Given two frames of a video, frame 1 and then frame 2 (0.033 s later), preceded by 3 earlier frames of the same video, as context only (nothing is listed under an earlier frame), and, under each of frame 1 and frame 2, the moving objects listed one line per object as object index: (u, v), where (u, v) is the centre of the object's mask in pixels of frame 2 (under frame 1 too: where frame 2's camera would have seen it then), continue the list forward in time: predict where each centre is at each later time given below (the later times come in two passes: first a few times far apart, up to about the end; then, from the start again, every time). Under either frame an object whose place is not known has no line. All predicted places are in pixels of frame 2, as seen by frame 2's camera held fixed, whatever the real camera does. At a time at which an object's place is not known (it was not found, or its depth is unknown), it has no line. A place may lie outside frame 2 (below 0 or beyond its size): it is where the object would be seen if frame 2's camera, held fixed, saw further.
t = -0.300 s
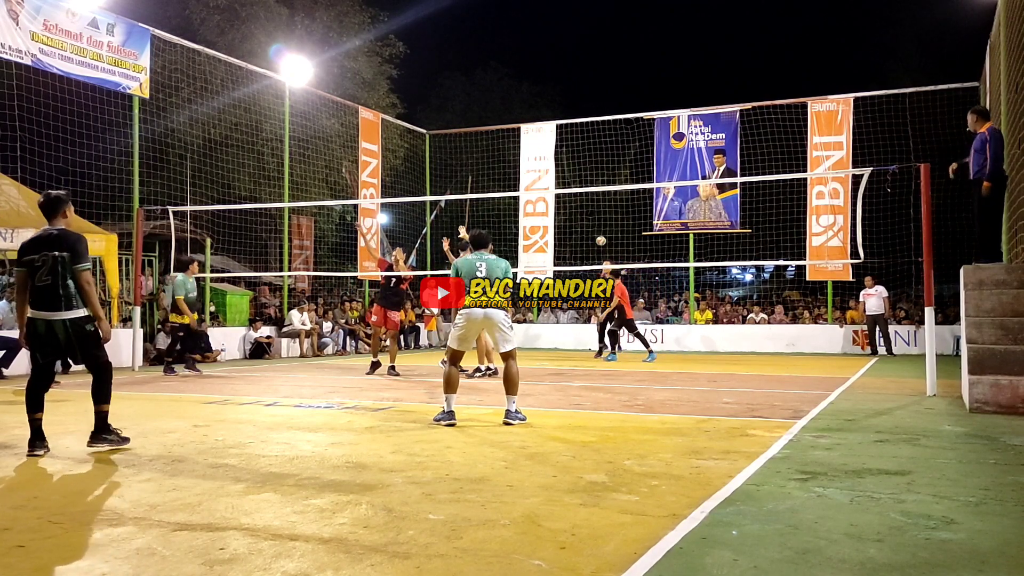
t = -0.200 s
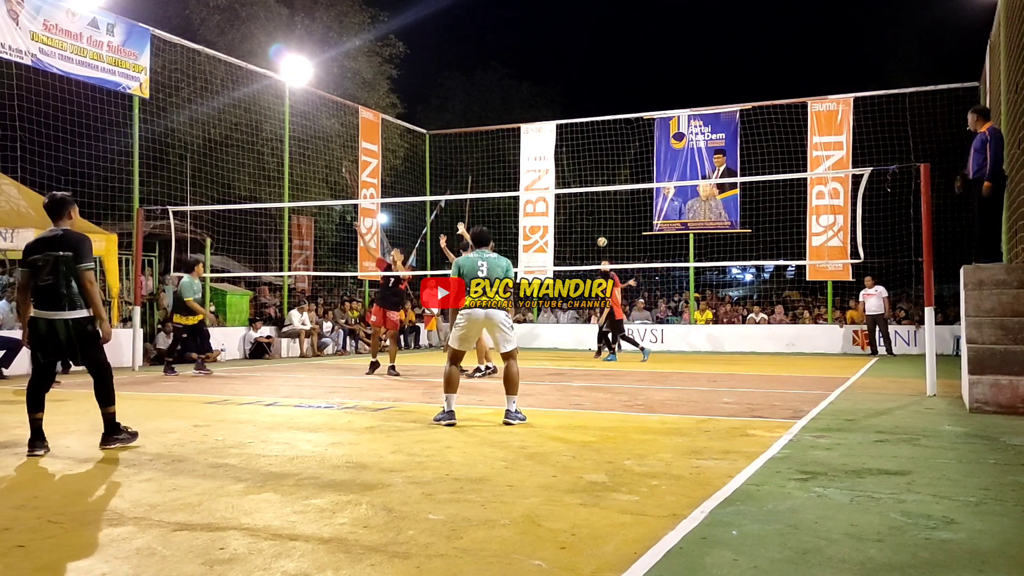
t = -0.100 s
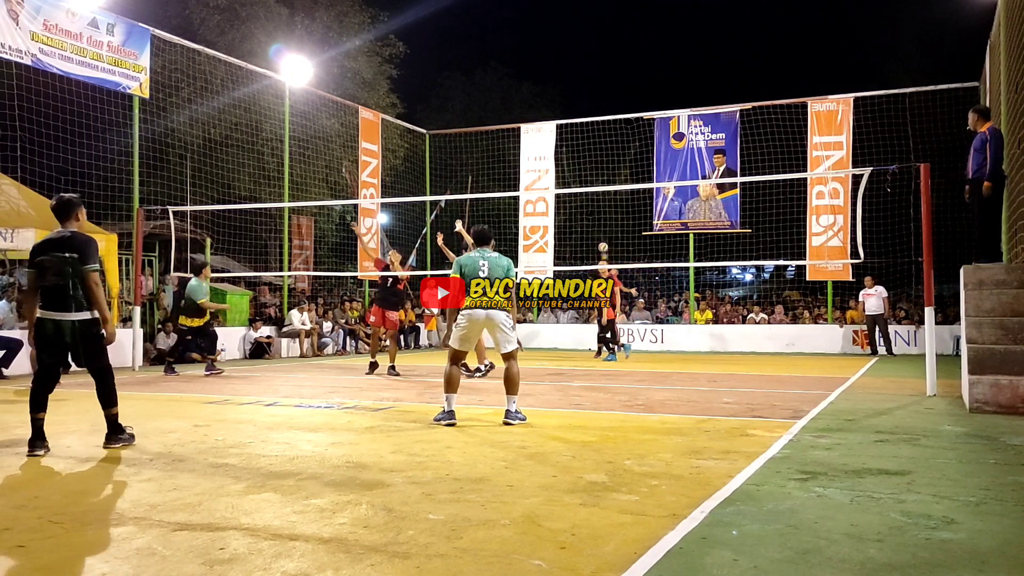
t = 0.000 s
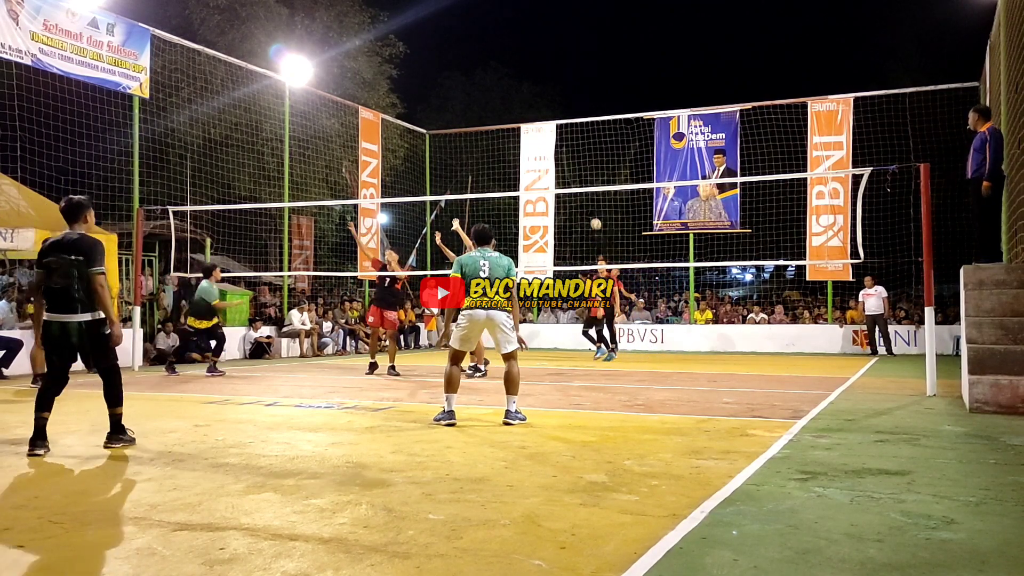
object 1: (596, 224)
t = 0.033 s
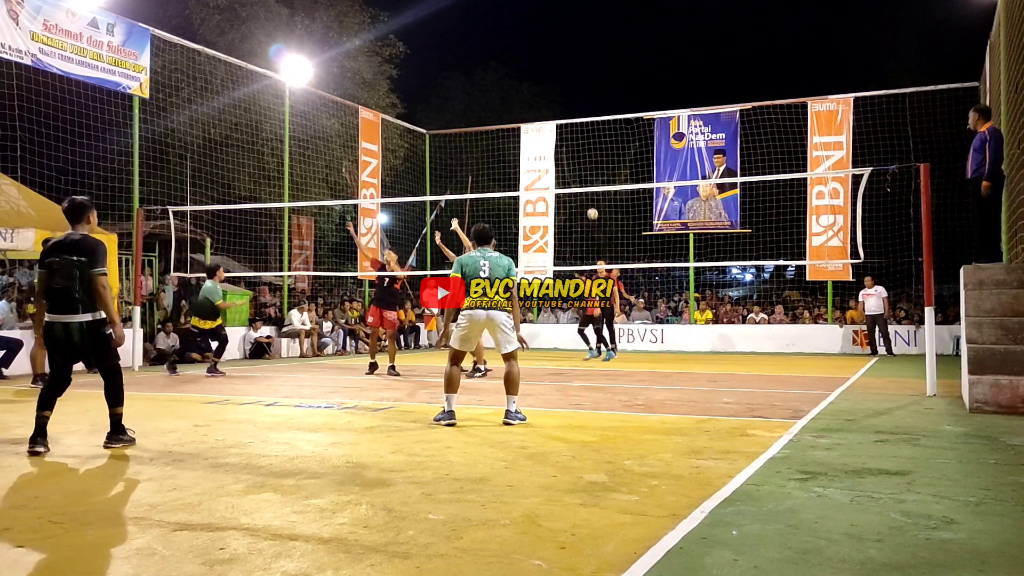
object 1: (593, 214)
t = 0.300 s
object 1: (556, 142)
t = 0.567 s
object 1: (499, 84)
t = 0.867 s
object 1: (399, 54)
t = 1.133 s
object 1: (247, 104)
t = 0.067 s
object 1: (589, 204)
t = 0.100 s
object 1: (585, 195)
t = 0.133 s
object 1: (580, 183)
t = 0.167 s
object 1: (576, 176)
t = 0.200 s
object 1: (571, 167)
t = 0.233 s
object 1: (566, 158)
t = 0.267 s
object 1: (561, 150)
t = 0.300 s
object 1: (556, 142)
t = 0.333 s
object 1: (550, 133)
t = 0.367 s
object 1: (543, 125)
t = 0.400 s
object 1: (537, 118)
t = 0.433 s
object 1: (530, 111)
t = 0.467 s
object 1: (523, 104)
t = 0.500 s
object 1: (515, 97)
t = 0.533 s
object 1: (508, 90)
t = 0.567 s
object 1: (499, 84)
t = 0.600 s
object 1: (490, 78)
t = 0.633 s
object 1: (481, 73)
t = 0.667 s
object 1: (471, 68)
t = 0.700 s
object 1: (461, 63)
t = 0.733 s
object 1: (450, 60)
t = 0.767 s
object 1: (438, 57)
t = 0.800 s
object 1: (426, 55)
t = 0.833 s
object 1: (413, 54)
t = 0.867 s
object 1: (399, 54)
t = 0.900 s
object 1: (384, 55)
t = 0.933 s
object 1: (369, 57)
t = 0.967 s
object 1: (352, 60)
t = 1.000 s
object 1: (334, 65)
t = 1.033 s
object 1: (320, 72)
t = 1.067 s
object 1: (291, 83)
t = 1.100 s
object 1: (271, 91)
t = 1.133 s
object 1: (247, 104)
